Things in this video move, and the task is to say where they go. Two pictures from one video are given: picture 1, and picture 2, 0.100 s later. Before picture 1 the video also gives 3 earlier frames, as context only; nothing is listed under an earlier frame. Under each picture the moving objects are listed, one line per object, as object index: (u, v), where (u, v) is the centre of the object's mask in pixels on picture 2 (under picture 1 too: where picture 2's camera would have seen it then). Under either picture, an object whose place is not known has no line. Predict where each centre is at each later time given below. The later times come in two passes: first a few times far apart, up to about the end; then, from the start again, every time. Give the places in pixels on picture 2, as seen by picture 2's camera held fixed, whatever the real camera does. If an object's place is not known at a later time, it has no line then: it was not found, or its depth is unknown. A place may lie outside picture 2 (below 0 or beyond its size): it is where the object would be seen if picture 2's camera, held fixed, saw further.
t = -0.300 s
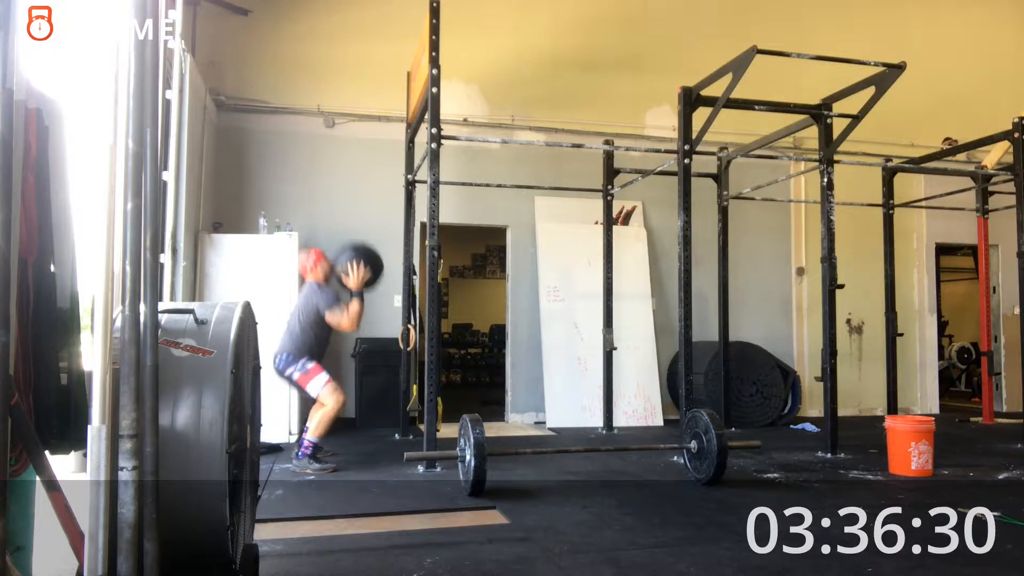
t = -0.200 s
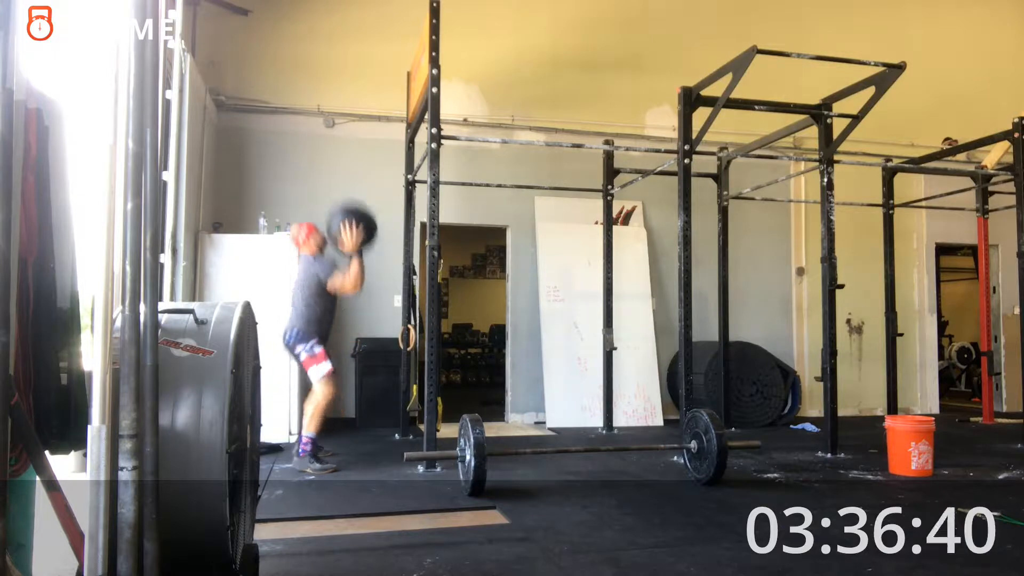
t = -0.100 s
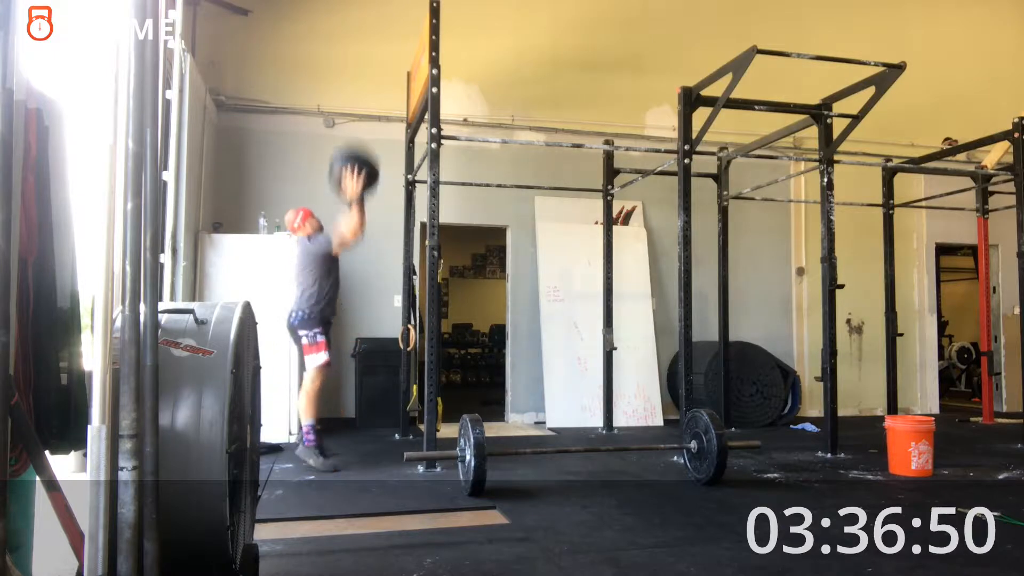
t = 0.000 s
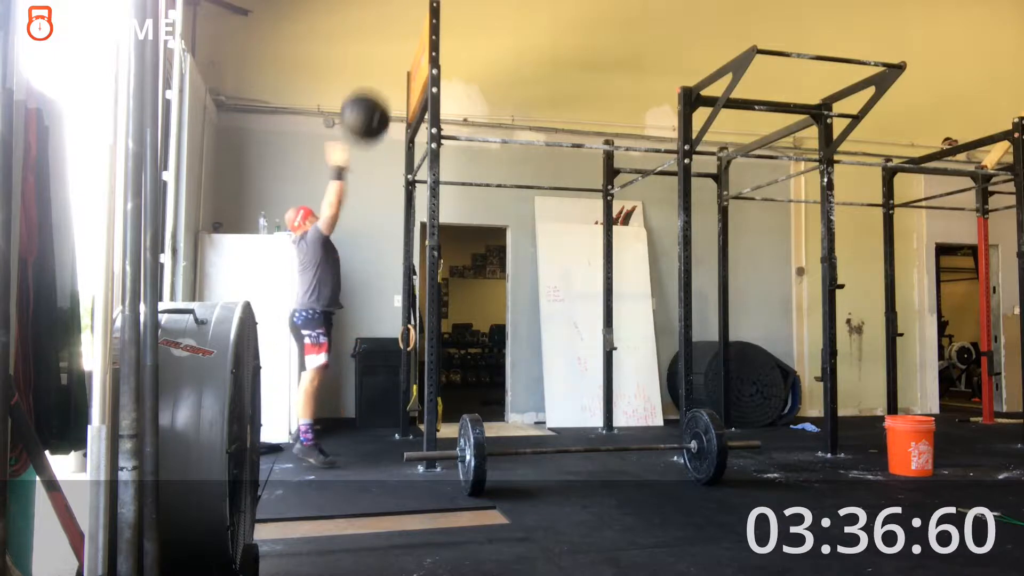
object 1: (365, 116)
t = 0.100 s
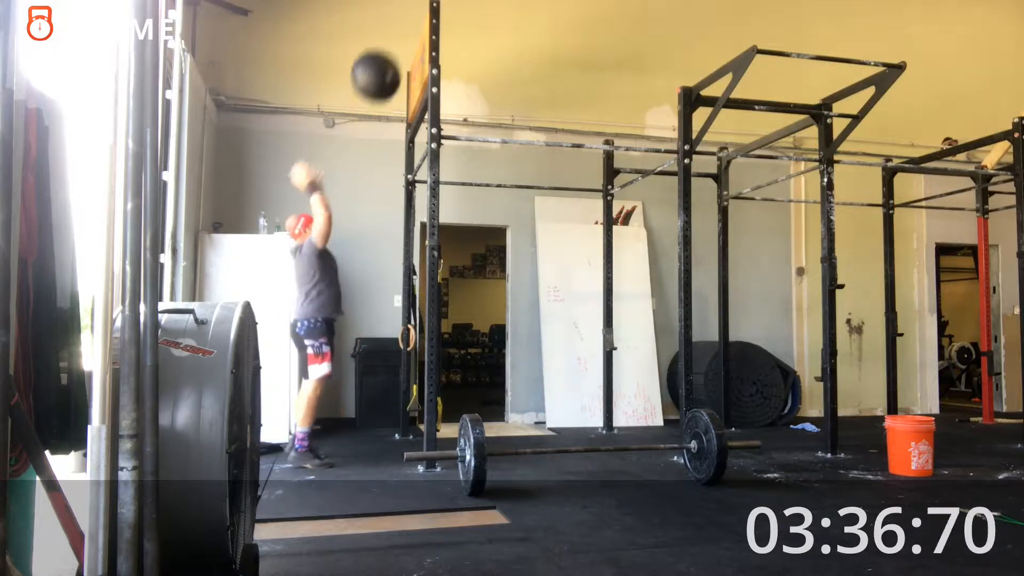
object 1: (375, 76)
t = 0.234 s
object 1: (390, 44)
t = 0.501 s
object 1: (395, 47)
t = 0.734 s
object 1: (378, 120)
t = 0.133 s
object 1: (379, 65)
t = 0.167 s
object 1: (383, 57)
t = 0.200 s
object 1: (386, 49)
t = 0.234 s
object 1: (390, 44)
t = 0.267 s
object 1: (394, 39)
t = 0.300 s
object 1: (397, 37)
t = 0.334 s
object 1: (401, 35)
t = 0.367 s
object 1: (403, 36)
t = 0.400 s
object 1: (402, 37)
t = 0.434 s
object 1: (399, 39)
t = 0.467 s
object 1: (397, 42)
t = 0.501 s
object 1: (395, 47)
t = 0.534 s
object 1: (392, 53)
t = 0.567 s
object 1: (390, 61)
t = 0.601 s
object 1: (388, 70)
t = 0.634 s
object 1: (385, 80)
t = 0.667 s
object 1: (383, 91)
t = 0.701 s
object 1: (380, 106)
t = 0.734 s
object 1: (378, 120)
